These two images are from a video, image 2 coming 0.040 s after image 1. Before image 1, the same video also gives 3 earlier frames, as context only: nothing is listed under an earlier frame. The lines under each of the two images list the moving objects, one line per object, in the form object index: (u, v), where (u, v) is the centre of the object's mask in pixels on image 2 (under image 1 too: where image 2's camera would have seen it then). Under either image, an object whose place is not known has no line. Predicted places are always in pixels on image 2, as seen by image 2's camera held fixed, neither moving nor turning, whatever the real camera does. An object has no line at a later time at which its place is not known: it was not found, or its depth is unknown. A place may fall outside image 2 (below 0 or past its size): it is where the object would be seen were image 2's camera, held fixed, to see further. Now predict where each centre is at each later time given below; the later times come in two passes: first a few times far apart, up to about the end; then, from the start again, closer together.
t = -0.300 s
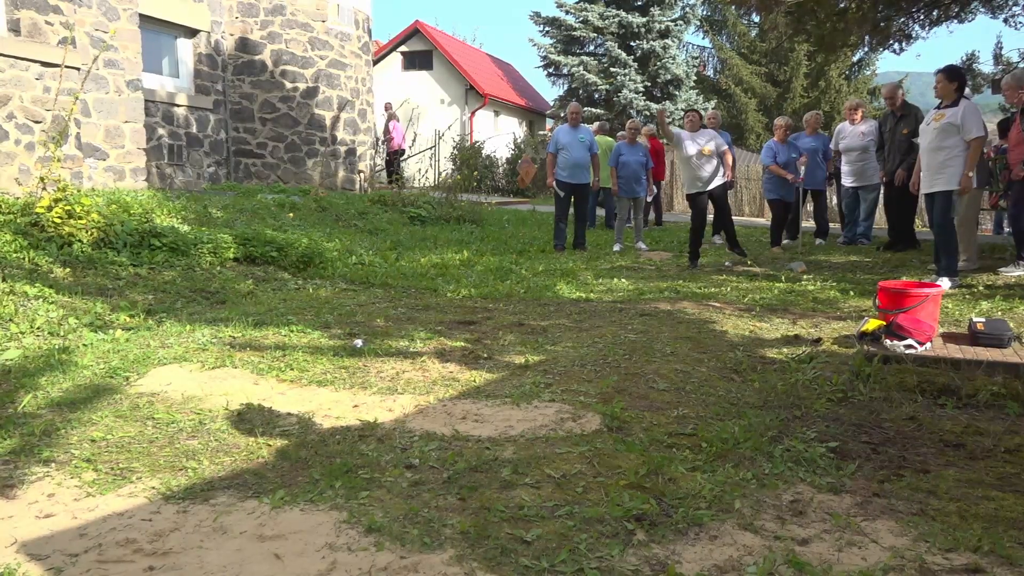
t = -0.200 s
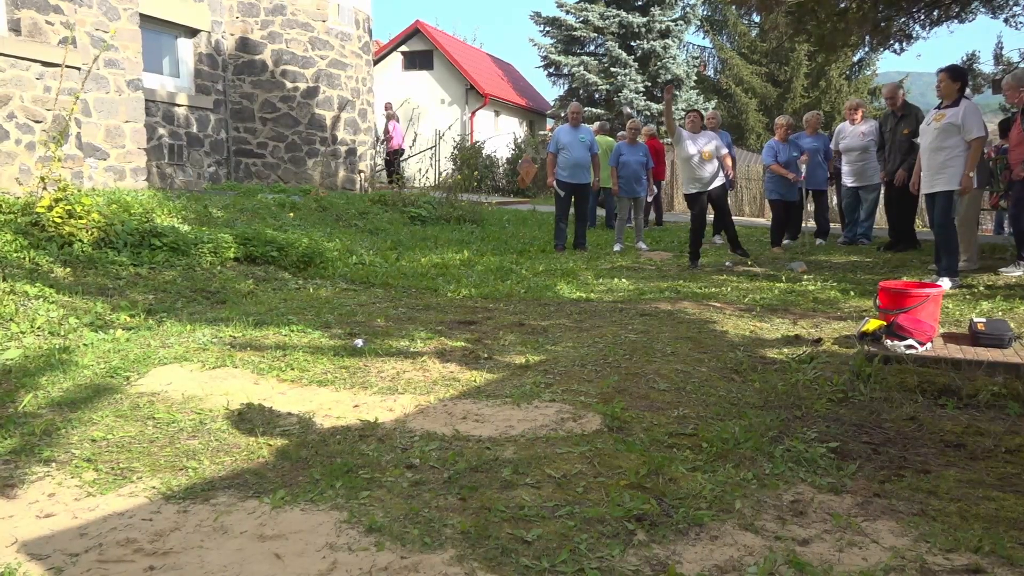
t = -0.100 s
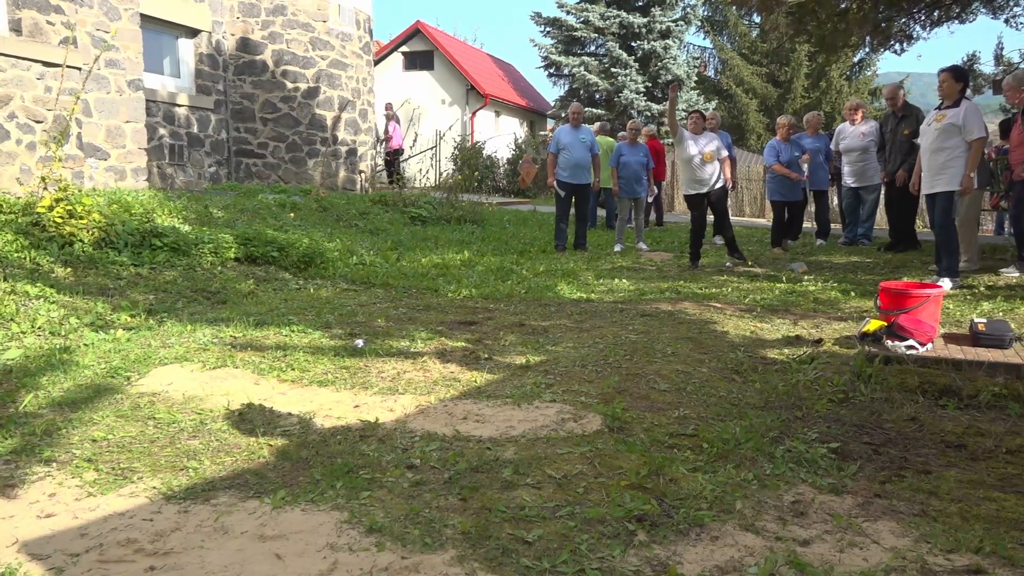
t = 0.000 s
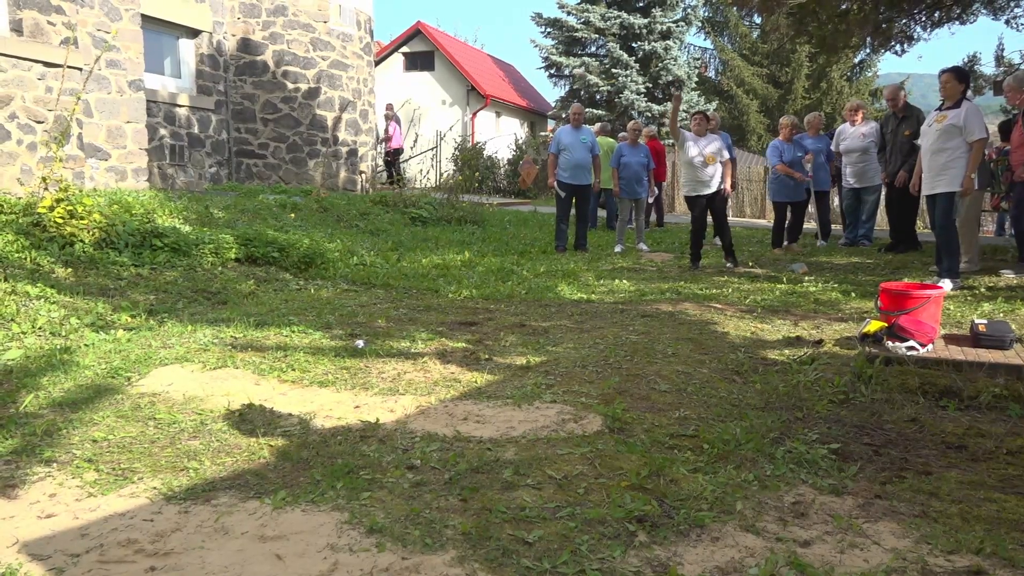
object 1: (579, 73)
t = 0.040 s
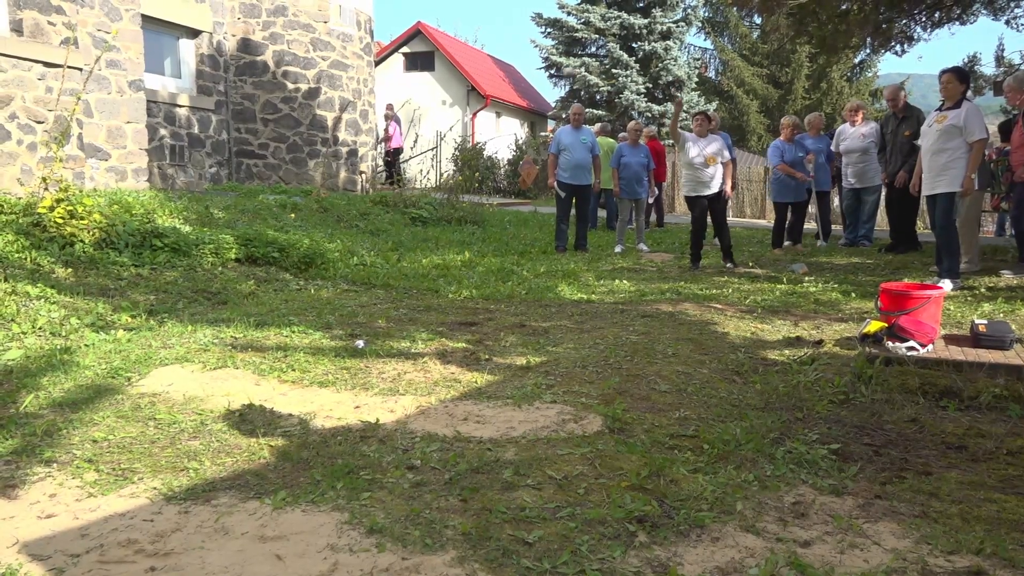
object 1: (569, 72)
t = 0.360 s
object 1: (444, 175)
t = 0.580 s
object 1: (311, 369)
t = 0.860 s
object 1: (260, 394)
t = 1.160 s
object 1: (236, 416)
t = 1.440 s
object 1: (222, 427)
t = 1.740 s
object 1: (210, 434)
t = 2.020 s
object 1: (198, 437)
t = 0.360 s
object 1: (444, 175)
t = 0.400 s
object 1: (417, 203)
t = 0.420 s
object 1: (404, 223)
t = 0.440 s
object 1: (393, 244)
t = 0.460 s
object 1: (380, 267)
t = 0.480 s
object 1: (365, 292)
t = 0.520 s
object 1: (335, 351)
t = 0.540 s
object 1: (322, 375)
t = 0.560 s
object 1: (315, 373)
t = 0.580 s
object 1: (311, 369)
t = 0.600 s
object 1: (307, 366)
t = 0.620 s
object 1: (304, 364)
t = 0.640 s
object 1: (300, 362)
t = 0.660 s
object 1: (296, 361)
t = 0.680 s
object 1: (292, 361)
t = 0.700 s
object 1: (288, 363)
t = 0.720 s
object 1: (284, 365)
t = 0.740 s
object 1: (280, 368)
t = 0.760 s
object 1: (277, 373)
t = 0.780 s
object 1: (272, 379)
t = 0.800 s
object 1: (269, 385)
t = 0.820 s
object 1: (264, 393)
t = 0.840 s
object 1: (262, 395)
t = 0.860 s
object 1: (260, 394)
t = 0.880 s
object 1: (258, 394)
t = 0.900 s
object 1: (256, 394)
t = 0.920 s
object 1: (254, 397)
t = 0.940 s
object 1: (252, 400)
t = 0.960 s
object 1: (250, 401)
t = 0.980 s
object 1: (249, 402)
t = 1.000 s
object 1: (248, 403)
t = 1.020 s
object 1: (247, 404)
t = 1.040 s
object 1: (246, 405)
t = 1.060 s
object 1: (245, 407)
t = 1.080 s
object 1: (243, 409)
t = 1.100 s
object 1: (242, 410)
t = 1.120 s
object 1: (241, 412)
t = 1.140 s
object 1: (239, 414)
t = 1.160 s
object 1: (236, 416)
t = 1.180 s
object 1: (235, 417)
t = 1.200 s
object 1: (233, 416)
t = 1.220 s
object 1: (232, 416)
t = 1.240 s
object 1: (231, 419)
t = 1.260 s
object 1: (229, 420)
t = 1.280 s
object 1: (228, 421)
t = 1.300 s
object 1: (228, 421)
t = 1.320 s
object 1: (228, 422)
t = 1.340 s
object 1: (227, 423)
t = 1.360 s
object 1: (226, 424)
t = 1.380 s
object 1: (225, 425)
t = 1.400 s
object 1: (225, 425)
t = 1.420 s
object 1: (224, 426)
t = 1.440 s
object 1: (222, 427)
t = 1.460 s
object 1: (221, 428)
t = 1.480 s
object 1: (220, 428)
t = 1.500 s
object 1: (219, 429)
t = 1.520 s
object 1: (219, 429)
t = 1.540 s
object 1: (218, 430)
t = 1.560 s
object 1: (217, 431)
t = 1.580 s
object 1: (216, 431)
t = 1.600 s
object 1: (215, 431)
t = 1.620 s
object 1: (214, 432)
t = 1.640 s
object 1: (213, 433)
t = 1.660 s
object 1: (212, 433)
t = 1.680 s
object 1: (211, 434)
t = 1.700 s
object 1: (211, 434)
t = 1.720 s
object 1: (210, 434)
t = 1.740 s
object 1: (210, 434)
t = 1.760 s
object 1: (209, 434)
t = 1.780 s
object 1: (208, 435)
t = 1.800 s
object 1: (207, 435)
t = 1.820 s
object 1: (206, 435)
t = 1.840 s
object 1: (205, 436)
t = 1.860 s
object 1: (205, 436)
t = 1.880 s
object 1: (204, 436)
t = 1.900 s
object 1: (203, 437)
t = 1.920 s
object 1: (202, 437)
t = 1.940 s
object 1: (201, 437)
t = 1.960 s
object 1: (200, 437)
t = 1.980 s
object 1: (199, 437)
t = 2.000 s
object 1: (199, 437)
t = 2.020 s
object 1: (198, 437)
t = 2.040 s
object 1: (198, 437)
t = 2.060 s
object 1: (198, 437)
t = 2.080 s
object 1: (198, 437)
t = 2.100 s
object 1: (198, 437)
